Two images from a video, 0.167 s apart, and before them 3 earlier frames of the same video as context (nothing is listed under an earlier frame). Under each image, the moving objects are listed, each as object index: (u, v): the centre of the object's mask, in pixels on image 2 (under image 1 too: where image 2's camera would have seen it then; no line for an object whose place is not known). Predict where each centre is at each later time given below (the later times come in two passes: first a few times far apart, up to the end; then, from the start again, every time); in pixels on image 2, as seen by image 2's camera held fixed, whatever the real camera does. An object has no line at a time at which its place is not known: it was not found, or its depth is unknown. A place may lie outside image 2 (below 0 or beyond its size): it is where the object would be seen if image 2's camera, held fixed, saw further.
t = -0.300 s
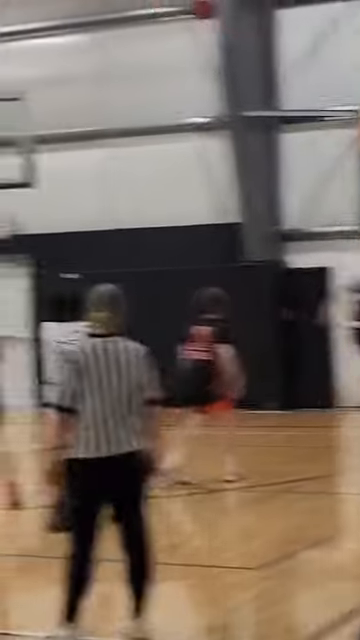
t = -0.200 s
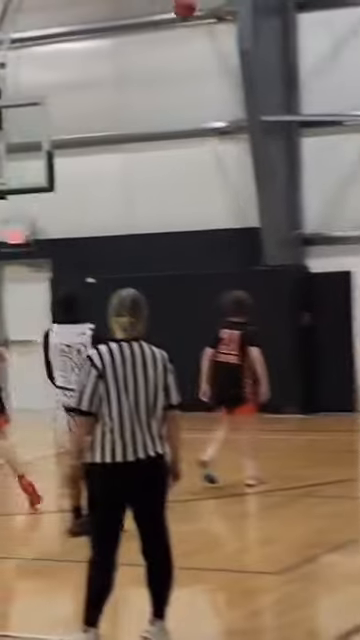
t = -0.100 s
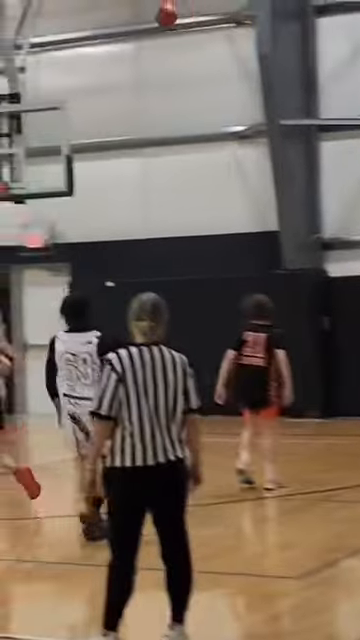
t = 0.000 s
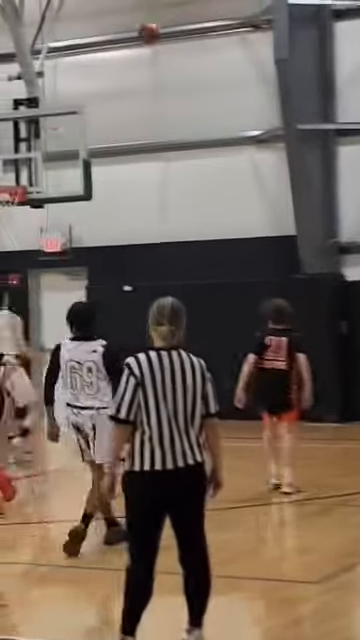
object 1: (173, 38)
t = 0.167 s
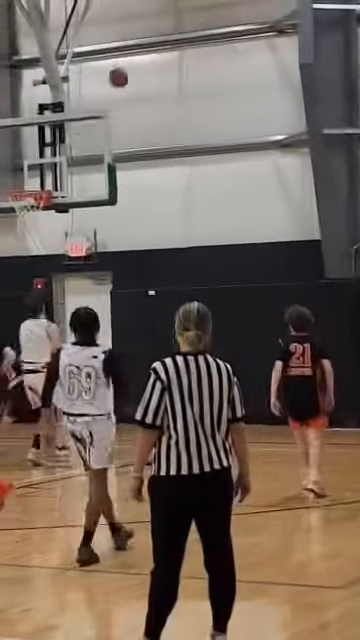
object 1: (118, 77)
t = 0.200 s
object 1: (108, 88)
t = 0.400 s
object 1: (49, 168)
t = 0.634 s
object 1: (5, 220)
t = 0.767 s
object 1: (-8, 245)
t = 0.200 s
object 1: (108, 88)
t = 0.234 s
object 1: (98, 100)
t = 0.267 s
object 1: (89, 111)
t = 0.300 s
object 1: (79, 125)
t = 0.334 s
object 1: (68, 138)
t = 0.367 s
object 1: (59, 152)
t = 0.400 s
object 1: (49, 168)
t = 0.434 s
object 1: (39, 184)
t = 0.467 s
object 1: (29, 195)
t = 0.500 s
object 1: (27, 198)
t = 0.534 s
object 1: (13, 211)
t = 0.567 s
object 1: (12, 213)
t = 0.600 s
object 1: (8, 216)
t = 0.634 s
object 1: (5, 220)
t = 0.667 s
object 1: (2, 225)
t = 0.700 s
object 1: (-2, 231)
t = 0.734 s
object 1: (-6, 238)
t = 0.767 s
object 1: (-8, 245)
